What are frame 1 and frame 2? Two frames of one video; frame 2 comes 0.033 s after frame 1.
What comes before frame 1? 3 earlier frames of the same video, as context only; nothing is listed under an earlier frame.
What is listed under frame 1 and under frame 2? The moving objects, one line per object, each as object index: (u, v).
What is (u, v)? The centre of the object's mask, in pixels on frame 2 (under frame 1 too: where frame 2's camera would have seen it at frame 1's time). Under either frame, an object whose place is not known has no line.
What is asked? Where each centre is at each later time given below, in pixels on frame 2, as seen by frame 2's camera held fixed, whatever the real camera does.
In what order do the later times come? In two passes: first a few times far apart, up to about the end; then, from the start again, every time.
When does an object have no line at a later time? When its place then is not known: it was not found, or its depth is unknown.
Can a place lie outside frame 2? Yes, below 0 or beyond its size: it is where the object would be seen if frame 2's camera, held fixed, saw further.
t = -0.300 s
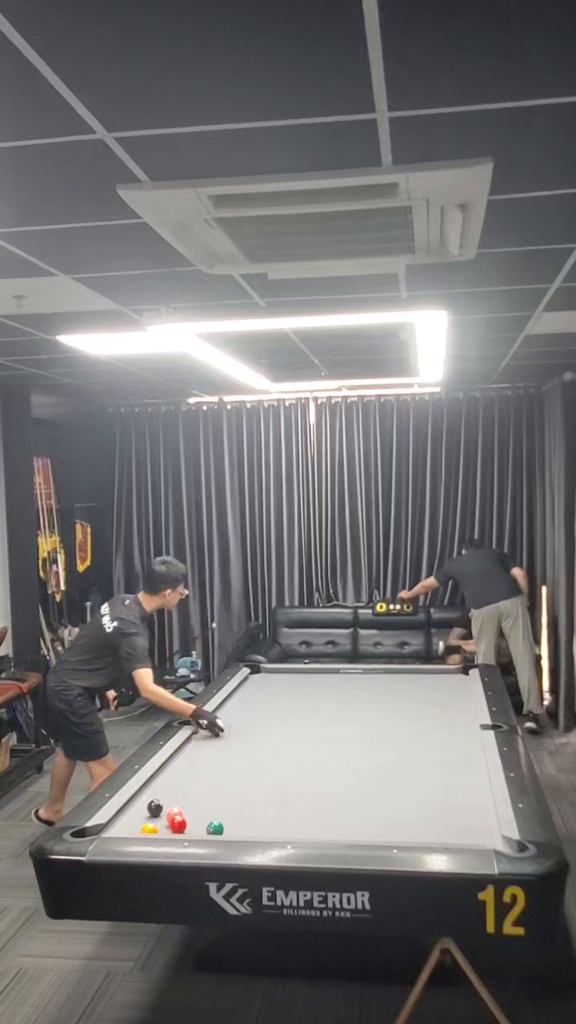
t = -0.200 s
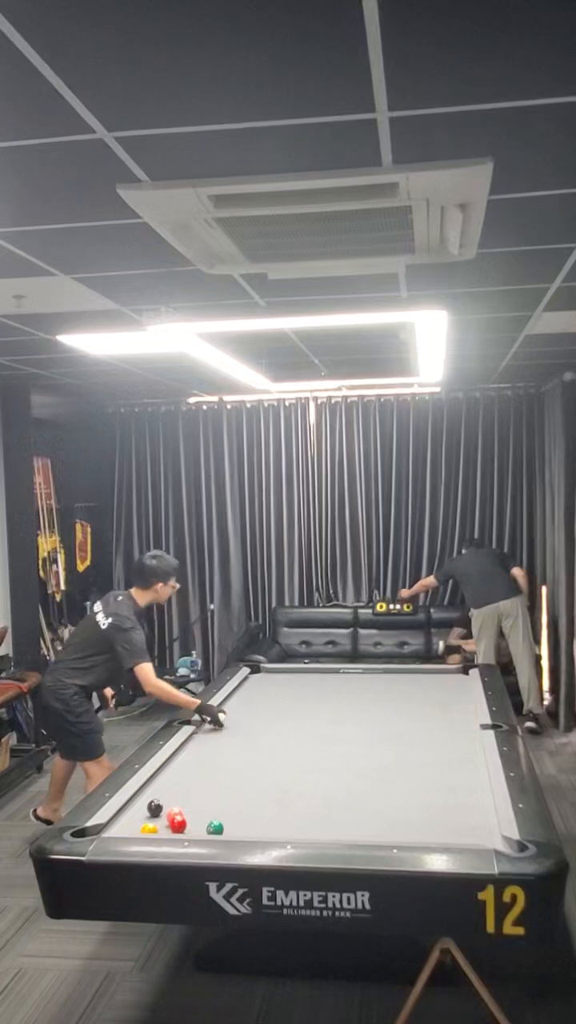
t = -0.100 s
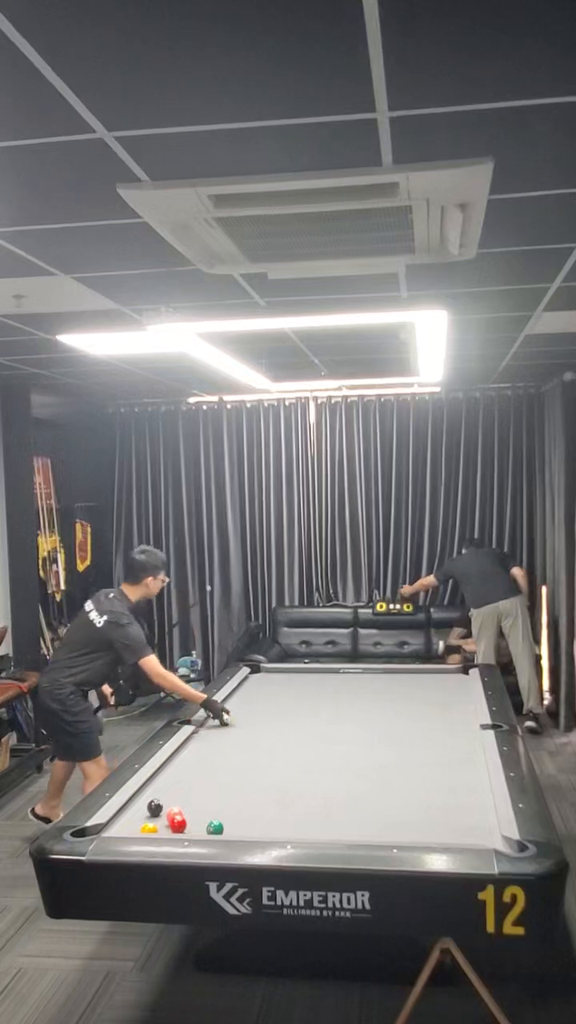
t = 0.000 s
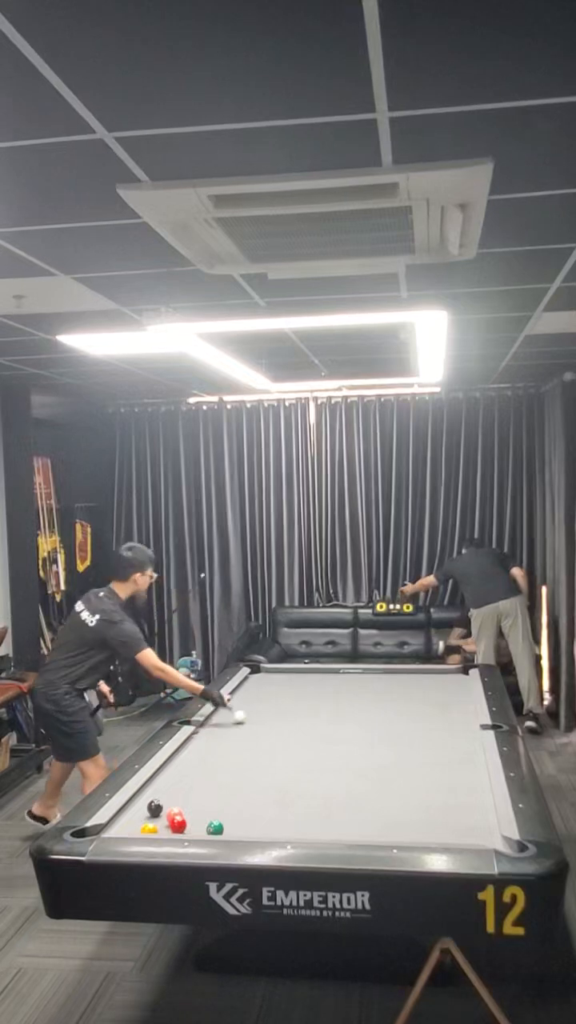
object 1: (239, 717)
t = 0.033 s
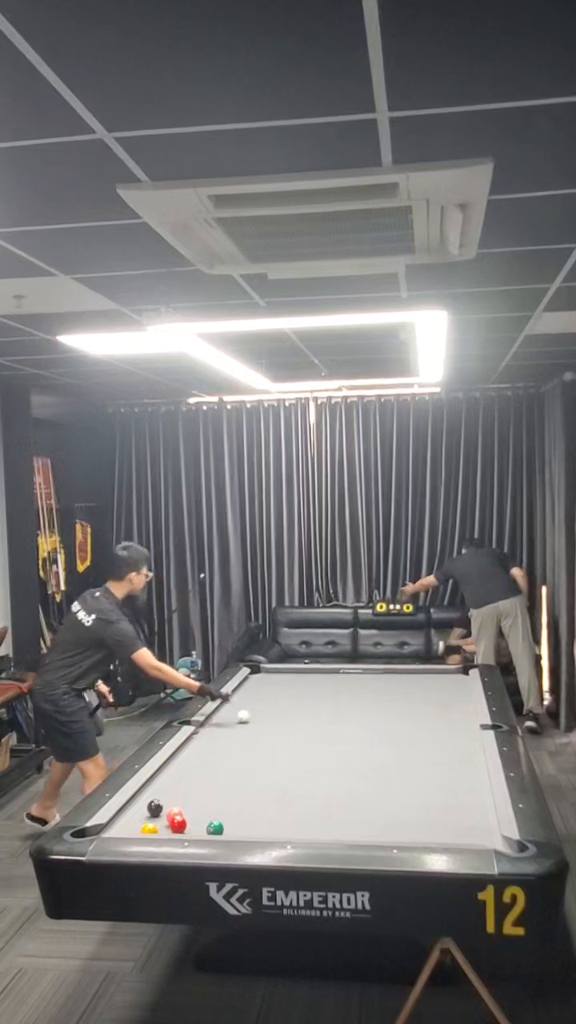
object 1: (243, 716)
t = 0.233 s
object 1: (265, 711)
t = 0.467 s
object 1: (289, 705)
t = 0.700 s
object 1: (311, 699)
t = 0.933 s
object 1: (332, 694)
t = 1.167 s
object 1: (351, 690)
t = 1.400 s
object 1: (369, 685)
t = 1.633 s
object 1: (386, 681)
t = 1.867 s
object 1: (402, 677)
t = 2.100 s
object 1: (417, 673)
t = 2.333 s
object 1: (429, 671)
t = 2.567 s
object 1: (437, 672)
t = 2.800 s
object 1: (444, 674)
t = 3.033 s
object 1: (452, 675)
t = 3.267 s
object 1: (458, 677)
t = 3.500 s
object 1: (464, 678)
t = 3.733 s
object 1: (462, 679)
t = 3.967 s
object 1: (460, 680)
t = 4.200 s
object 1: (458, 680)
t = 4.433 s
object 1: (457, 681)
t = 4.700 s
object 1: (456, 681)
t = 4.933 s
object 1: (456, 681)
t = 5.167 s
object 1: (456, 681)
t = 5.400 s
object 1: (456, 681)
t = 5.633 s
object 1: (456, 681)
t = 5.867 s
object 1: (456, 681)
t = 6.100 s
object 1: (456, 682)
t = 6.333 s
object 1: (456, 681)
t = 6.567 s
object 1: (456, 681)
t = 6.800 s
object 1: (456, 681)
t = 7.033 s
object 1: (456, 681)
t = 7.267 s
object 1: (456, 681)
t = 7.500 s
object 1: (456, 681)
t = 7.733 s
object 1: (456, 681)
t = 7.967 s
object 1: (456, 681)
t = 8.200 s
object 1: (456, 681)
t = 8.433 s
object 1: (456, 682)
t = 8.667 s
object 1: (456, 681)
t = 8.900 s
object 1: (456, 681)
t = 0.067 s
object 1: (247, 716)
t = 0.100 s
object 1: (250, 715)
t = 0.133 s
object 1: (254, 713)
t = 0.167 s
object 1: (258, 713)
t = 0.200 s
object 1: (261, 712)
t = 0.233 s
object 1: (265, 711)
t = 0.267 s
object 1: (269, 710)
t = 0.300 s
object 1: (272, 709)
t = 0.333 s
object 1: (275, 708)
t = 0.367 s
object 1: (279, 707)
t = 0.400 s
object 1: (282, 706)
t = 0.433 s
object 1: (286, 706)
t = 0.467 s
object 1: (289, 705)
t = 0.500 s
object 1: (292, 704)
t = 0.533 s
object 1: (295, 703)
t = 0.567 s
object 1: (299, 702)
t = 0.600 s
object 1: (302, 702)
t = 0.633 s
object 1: (305, 701)
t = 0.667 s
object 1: (308, 700)
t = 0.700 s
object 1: (311, 699)
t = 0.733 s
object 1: (314, 699)
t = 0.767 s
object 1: (317, 698)
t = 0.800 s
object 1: (320, 697)
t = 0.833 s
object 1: (323, 697)
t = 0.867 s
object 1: (326, 696)
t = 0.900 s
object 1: (329, 695)
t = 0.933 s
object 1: (332, 694)
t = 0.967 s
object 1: (335, 694)
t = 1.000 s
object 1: (338, 693)
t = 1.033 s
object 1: (340, 692)
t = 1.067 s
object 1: (343, 692)
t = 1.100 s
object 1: (346, 691)
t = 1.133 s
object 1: (349, 690)
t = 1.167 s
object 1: (351, 690)
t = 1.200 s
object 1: (354, 689)
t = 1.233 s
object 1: (356, 688)
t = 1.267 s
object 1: (359, 687)
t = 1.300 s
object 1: (362, 687)
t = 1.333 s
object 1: (364, 687)
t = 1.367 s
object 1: (367, 686)
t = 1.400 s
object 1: (369, 685)
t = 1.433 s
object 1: (372, 684)
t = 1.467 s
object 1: (374, 684)
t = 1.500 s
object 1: (377, 683)
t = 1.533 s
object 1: (379, 683)
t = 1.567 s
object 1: (381, 682)
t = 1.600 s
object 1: (384, 681)
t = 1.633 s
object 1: (386, 681)
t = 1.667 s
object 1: (388, 680)
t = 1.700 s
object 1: (391, 680)
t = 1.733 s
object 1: (393, 679)
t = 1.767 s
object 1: (395, 679)
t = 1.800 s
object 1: (398, 678)
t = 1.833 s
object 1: (400, 677)
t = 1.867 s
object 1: (402, 677)
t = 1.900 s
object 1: (404, 676)
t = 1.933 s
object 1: (406, 676)
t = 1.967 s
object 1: (409, 675)
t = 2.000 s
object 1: (410, 675)
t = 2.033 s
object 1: (413, 674)
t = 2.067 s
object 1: (415, 674)
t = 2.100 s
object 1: (417, 673)
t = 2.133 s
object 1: (419, 673)
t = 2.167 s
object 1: (421, 672)
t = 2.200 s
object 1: (422, 672)
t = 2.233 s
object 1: (424, 671)
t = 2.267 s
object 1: (426, 671)
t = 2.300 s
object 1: (428, 671)
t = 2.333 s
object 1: (429, 671)
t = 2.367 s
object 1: (430, 671)
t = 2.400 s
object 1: (431, 671)
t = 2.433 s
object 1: (432, 671)
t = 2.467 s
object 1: (434, 672)
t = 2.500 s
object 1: (435, 672)
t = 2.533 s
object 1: (436, 672)
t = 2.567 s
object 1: (437, 672)
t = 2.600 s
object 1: (438, 673)
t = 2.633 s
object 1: (439, 673)
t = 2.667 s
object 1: (440, 673)
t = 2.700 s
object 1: (441, 673)
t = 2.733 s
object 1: (442, 674)
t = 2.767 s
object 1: (443, 674)
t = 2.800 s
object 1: (444, 674)
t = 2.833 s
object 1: (445, 674)
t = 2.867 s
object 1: (447, 675)
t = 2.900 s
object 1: (448, 675)
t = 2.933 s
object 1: (449, 675)
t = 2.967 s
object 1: (450, 675)
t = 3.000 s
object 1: (451, 675)
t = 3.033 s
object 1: (452, 675)
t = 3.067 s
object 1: (453, 676)
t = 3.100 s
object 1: (454, 676)
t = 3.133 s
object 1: (455, 676)
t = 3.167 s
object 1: (456, 677)
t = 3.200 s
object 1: (456, 677)
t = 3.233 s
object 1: (457, 677)
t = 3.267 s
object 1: (458, 677)
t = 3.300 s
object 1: (459, 677)
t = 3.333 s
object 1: (460, 677)
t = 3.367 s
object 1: (461, 678)
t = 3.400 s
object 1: (462, 678)
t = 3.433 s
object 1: (463, 678)
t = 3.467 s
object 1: (464, 678)
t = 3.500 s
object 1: (464, 678)
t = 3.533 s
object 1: (464, 679)
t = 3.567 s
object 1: (464, 679)
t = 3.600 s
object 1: (463, 679)
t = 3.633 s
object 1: (463, 679)
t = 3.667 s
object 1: (463, 679)
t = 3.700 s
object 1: (462, 679)
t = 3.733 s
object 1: (462, 679)
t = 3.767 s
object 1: (462, 679)
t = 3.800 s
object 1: (461, 679)
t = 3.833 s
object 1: (461, 679)
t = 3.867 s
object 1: (461, 680)
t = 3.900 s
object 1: (460, 680)
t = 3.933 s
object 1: (460, 680)
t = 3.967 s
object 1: (460, 680)
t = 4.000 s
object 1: (460, 680)
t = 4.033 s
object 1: (460, 680)
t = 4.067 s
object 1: (459, 680)
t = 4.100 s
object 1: (458, 680)
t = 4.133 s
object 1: (458, 680)
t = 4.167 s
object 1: (458, 680)
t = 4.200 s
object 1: (458, 680)
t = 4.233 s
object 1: (458, 680)
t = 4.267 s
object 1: (458, 680)
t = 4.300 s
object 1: (457, 680)
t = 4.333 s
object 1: (458, 680)
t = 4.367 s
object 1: (457, 681)
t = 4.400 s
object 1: (457, 681)
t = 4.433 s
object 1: (457, 681)
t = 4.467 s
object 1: (457, 681)
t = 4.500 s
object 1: (456, 681)
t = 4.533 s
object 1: (456, 681)
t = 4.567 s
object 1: (456, 681)
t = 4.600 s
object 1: (456, 681)
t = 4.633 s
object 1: (456, 681)
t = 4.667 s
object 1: (456, 681)
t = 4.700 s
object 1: (456, 681)
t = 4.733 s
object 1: (456, 681)
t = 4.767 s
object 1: (456, 681)
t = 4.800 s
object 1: (456, 681)
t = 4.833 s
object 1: (456, 681)
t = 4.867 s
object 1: (456, 681)
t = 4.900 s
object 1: (456, 681)
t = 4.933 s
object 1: (456, 681)
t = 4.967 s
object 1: (456, 681)
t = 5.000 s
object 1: (456, 681)
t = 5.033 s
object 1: (456, 681)
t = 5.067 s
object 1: (456, 681)
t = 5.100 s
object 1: (456, 681)
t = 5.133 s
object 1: (456, 681)
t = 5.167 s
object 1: (456, 681)
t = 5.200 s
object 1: (456, 681)
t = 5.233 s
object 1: (456, 681)
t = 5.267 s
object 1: (456, 681)
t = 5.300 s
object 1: (456, 681)
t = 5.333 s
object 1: (456, 681)
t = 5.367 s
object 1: (456, 681)
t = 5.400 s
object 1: (456, 681)
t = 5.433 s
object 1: (456, 681)
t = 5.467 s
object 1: (456, 681)
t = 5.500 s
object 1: (456, 681)
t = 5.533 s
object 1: (456, 681)
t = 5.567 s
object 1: (456, 681)
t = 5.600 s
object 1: (456, 681)
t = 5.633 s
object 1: (456, 681)
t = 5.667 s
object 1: (456, 681)
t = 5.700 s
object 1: (456, 681)
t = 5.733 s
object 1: (456, 681)
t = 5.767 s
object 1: (456, 681)
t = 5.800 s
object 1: (456, 681)
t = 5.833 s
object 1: (456, 681)
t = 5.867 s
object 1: (456, 681)
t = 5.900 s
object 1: (456, 681)
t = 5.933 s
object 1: (456, 681)
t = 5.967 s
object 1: (456, 681)
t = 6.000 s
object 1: (456, 681)
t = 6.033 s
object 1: (456, 681)
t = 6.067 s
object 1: (456, 681)
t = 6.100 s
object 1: (456, 682)
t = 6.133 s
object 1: (456, 682)
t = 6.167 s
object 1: (456, 681)
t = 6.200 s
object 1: (456, 681)
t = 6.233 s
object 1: (456, 681)
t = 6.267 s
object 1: (456, 681)
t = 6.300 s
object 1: (456, 681)
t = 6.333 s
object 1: (456, 681)
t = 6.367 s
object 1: (456, 681)
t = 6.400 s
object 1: (456, 681)
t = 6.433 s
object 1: (456, 681)
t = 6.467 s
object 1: (456, 681)
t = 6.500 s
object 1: (456, 681)
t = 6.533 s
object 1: (456, 681)
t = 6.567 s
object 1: (456, 681)
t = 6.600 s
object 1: (456, 681)
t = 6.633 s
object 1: (456, 681)
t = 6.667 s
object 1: (456, 681)
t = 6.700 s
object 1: (456, 681)
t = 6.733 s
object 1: (456, 681)
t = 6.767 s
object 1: (456, 681)
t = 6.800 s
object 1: (456, 681)
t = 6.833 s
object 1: (456, 681)
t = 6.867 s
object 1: (456, 681)
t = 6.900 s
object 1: (456, 681)
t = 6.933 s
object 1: (456, 681)
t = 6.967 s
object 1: (456, 681)
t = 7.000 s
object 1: (456, 681)
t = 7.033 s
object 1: (456, 681)
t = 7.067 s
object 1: (456, 681)
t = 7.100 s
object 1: (456, 681)
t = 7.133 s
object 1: (456, 681)
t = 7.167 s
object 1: (456, 681)
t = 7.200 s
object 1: (456, 681)
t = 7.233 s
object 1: (456, 681)
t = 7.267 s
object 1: (456, 681)
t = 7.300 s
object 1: (456, 681)
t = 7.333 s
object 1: (456, 681)
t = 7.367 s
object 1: (456, 681)
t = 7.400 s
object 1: (456, 681)
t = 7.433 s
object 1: (456, 681)
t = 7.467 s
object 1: (456, 681)
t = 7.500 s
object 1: (456, 681)
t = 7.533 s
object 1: (456, 681)
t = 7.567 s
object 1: (456, 681)
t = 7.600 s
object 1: (456, 681)
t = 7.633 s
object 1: (456, 681)
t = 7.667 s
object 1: (456, 681)
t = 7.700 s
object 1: (456, 681)
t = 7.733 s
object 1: (456, 681)
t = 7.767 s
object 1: (456, 681)
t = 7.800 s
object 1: (456, 681)
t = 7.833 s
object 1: (456, 681)
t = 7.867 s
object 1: (456, 681)
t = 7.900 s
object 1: (456, 681)
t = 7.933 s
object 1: (456, 681)
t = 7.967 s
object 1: (456, 681)
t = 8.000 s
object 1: (456, 681)
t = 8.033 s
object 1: (456, 681)
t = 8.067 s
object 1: (456, 682)
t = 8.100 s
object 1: (456, 681)
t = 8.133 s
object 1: (456, 681)
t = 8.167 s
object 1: (456, 681)
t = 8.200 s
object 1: (456, 681)
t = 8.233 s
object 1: (456, 681)
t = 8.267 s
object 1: (456, 681)
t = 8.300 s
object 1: (456, 681)
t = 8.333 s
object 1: (456, 681)
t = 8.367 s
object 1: (456, 682)
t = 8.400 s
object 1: (456, 681)
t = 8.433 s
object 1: (456, 682)
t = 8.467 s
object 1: (456, 682)
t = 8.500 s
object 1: (456, 681)
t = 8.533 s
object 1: (456, 681)
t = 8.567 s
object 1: (456, 681)
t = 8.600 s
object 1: (456, 681)
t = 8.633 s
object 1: (456, 681)
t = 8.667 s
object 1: (456, 681)
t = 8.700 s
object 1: (456, 681)
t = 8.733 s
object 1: (456, 681)
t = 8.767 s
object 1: (456, 681)
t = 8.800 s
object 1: (456, 681)
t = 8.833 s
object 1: (456, 681)
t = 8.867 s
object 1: (456, 681)
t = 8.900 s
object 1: (456, 681)
